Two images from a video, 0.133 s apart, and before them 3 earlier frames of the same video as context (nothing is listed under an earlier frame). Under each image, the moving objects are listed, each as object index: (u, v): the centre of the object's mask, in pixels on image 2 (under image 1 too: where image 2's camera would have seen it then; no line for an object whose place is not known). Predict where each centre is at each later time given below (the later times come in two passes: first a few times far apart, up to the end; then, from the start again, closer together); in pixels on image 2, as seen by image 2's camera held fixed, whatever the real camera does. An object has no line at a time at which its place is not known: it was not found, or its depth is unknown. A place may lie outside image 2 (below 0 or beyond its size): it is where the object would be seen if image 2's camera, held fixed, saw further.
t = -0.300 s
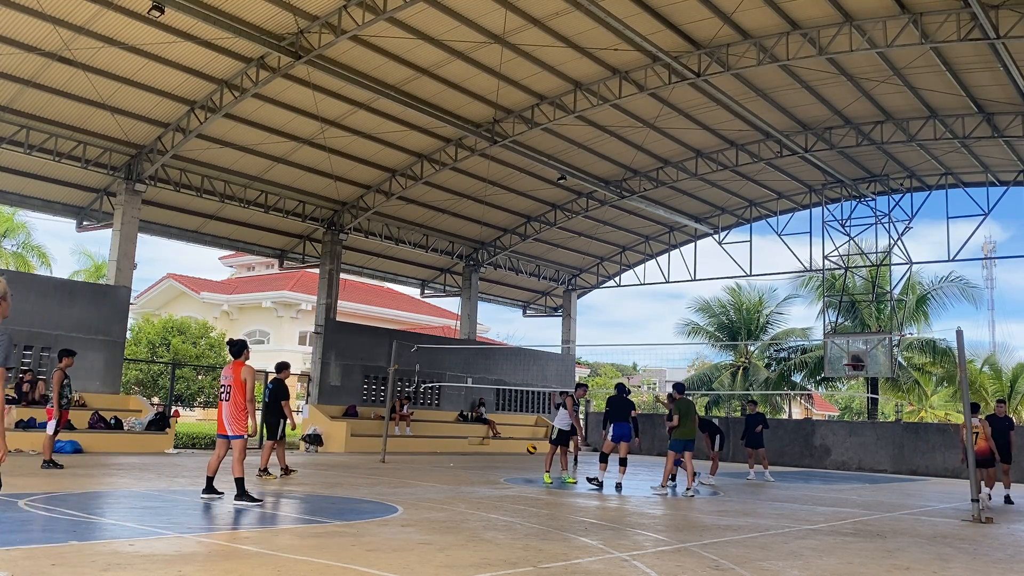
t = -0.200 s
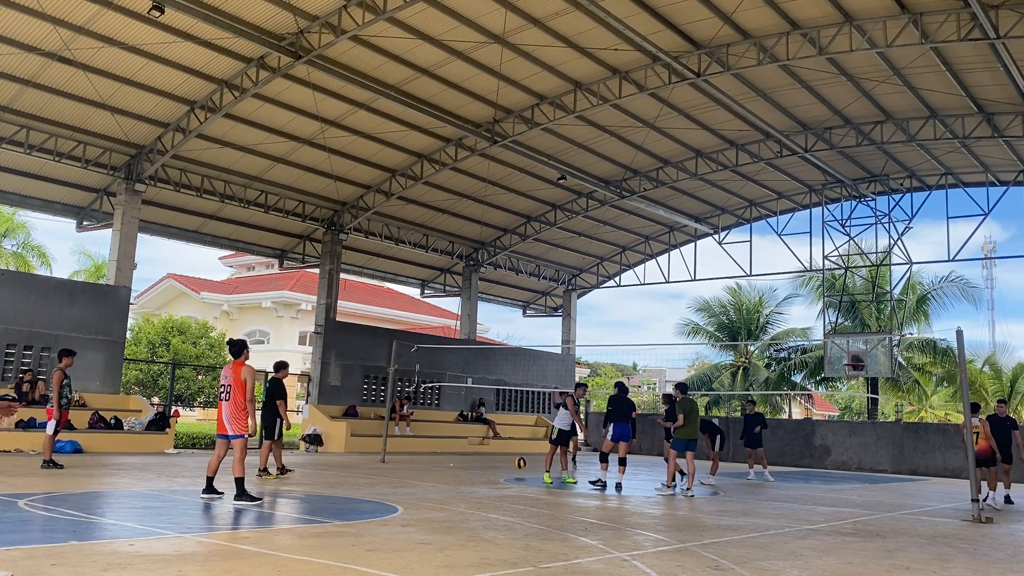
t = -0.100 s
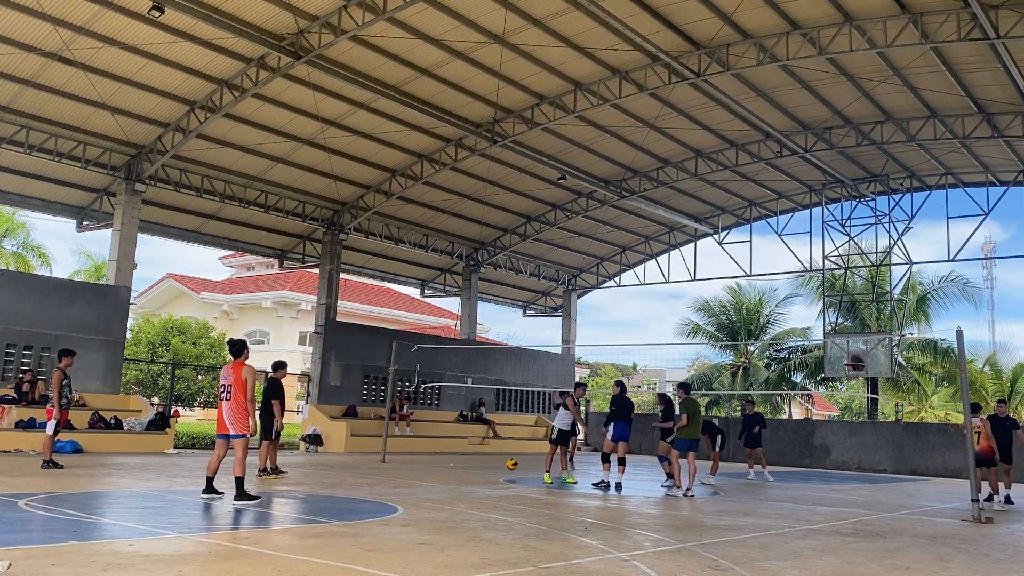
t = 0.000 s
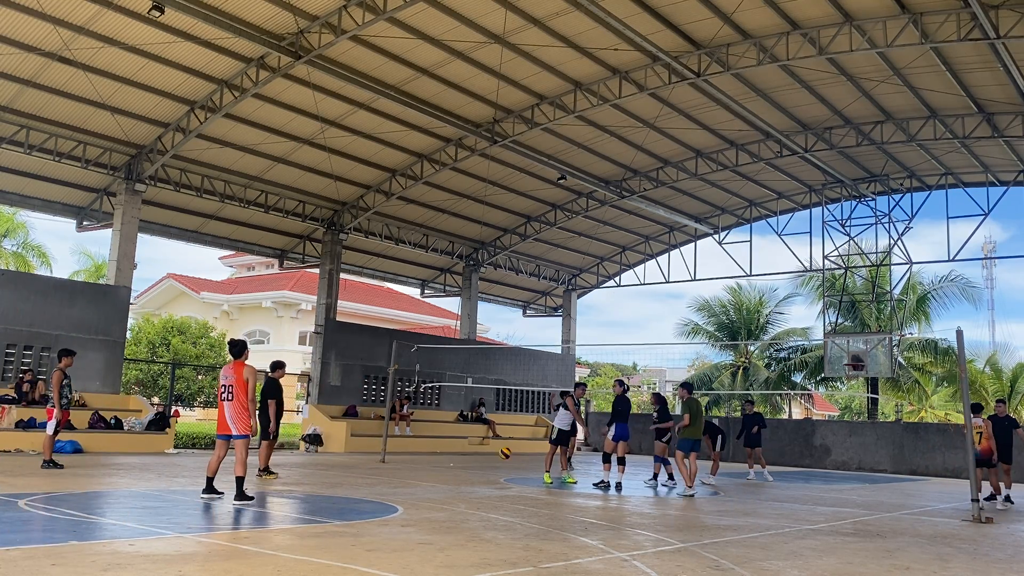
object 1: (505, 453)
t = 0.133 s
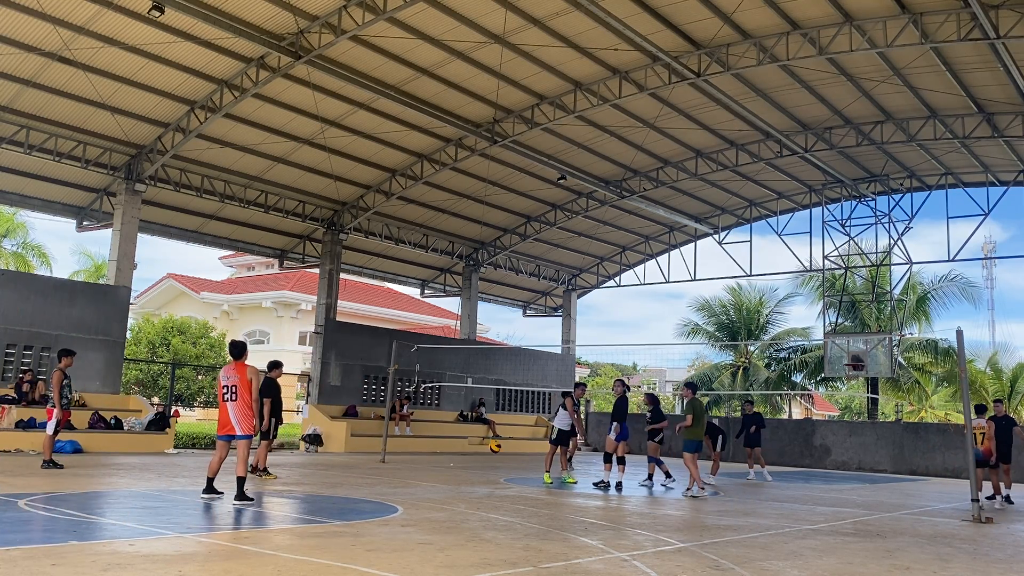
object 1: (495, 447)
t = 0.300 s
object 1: (480, 455)
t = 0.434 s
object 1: (467, 476)
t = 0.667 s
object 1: (444, 459)
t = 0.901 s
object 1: (416, 472)
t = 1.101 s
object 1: (390, 477)
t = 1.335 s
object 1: (354, 474)
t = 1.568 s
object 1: (309, 500)
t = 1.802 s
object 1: (252, 506)
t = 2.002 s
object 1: (190, 515)
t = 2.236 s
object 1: (92, 553)
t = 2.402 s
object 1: (11, 547)
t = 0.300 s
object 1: (480, 455)
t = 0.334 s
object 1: (477, 459)
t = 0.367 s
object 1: (473, 464)
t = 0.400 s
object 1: (470, 470)
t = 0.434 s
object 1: (467, 476)
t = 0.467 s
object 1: (463, 481)
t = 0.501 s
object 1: (461, 475)
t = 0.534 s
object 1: (457, 470)
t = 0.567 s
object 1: (454, 466)
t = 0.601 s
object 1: (451, 463)
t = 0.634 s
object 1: (448, 461)
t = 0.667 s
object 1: (444, 459)
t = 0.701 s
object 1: (440, 458)
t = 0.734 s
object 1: (436, 458)
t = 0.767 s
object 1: (433, 459)
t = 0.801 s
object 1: (429, 460)
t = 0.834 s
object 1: (425, 463)
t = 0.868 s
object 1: (420, 467)
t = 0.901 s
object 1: (416, 472)
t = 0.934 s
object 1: (412, 478)
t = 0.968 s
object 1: (407, 485)
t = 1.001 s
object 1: (401, 492)
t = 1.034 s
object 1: (398, 487)
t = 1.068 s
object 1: (394, 481)
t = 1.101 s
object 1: (390, 477)
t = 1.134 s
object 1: (385, 473)
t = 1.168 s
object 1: (381, 471)
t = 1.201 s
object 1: (375, 470)
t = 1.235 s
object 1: (371, 469)
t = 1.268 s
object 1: (365, 469)
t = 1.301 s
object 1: (360, 471)
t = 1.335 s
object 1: (354, 474)
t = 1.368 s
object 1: (349, 478)
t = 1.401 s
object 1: (343, 483)
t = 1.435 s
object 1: (336, 490)
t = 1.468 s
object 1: (329, 498)
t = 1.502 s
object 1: (322, 509)
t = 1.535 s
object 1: (316, 504)
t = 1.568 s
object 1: (309, 500)
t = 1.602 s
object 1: (302, 497)
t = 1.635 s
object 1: (294, 495)
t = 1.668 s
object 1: (287, 494)
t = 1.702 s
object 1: (278, 495)
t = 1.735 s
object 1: (270, 497)
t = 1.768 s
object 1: (261, 501)
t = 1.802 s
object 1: (252, 506)
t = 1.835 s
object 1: (242, 512)
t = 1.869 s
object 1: (232, 521)
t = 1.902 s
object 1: (221, 526)
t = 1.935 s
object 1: (211, 521)
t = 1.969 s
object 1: (201, 517)
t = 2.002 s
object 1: (190, 515)
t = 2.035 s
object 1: (178, 515)
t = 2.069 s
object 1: (166, 516)
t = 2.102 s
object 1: (153, 520)
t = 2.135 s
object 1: (140, 524)
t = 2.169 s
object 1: (125, 531)
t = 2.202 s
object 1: (109, 541)
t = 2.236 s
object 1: (92, 553)
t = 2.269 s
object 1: (77, 548)
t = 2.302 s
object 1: (61, 545)
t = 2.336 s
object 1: (43, 544)
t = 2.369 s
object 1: (24, 545)
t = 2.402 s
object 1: (11, 547)
